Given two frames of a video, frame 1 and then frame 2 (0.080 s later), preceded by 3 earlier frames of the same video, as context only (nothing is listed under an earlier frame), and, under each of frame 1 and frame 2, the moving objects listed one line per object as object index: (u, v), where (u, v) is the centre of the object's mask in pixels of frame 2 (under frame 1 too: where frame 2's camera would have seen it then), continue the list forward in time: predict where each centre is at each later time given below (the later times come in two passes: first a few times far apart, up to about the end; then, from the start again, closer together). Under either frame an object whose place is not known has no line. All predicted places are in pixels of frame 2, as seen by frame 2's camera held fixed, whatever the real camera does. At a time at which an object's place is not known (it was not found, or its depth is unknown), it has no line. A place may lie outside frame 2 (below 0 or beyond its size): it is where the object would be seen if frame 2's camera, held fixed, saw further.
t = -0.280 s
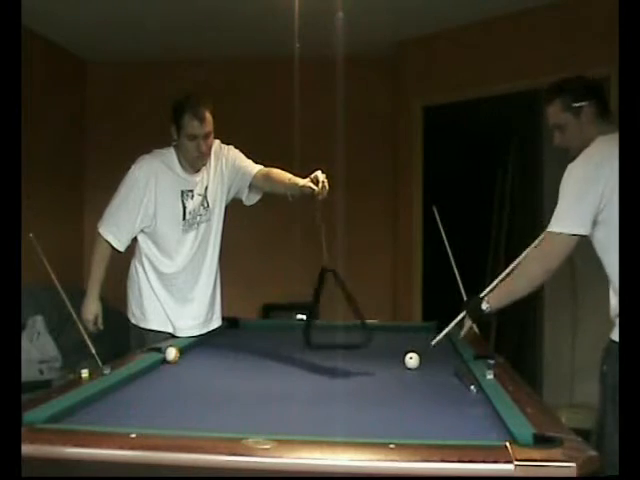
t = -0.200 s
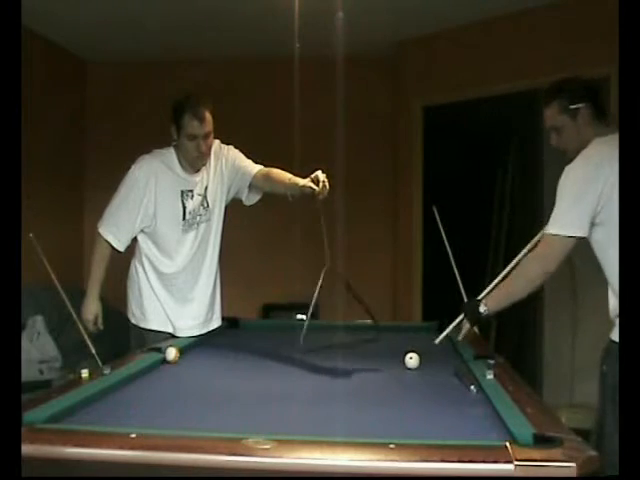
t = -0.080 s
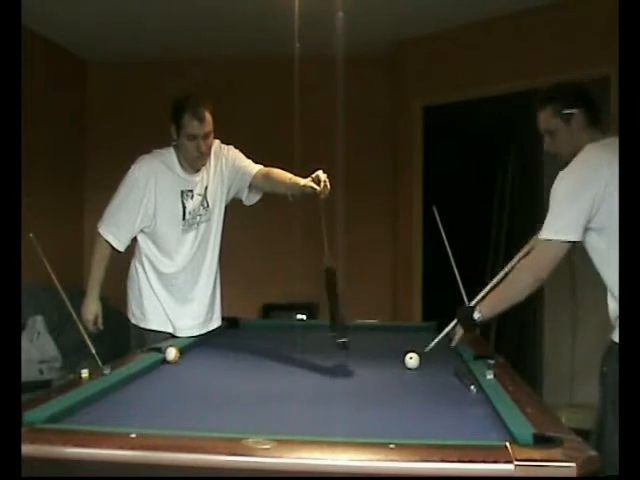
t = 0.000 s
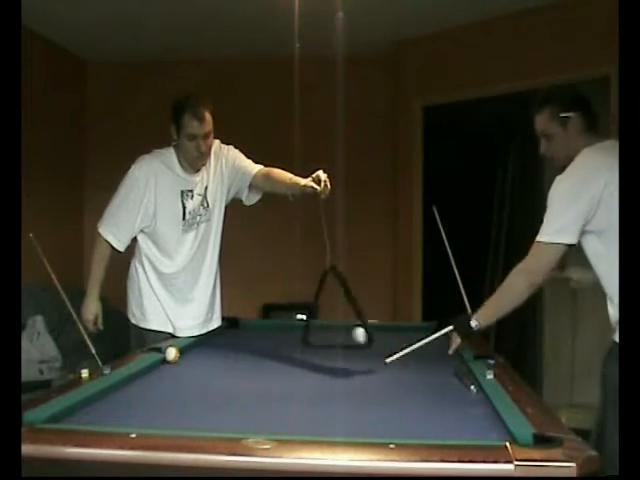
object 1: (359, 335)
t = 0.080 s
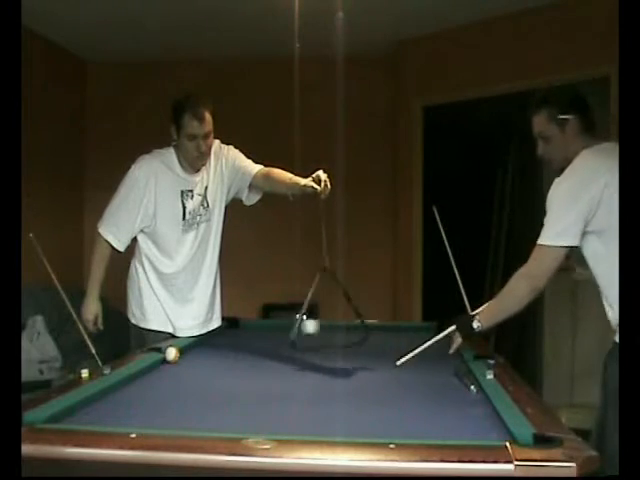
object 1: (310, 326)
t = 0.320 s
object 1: (177, 335)
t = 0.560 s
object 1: (129, 340)
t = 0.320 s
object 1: (177, 335)
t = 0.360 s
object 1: (169, 329)
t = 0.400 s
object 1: (162, 329)
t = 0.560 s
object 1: (129, 340)
